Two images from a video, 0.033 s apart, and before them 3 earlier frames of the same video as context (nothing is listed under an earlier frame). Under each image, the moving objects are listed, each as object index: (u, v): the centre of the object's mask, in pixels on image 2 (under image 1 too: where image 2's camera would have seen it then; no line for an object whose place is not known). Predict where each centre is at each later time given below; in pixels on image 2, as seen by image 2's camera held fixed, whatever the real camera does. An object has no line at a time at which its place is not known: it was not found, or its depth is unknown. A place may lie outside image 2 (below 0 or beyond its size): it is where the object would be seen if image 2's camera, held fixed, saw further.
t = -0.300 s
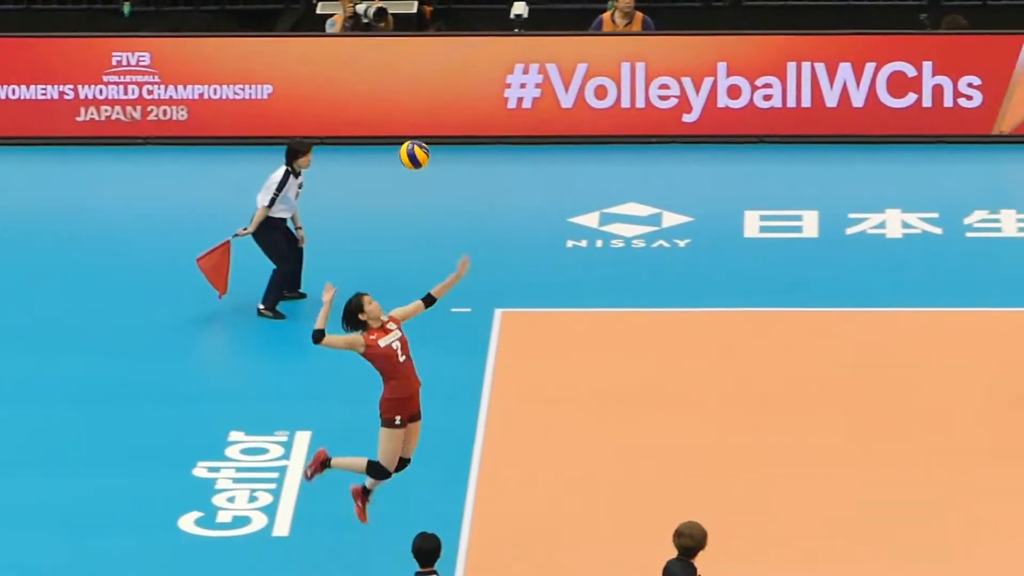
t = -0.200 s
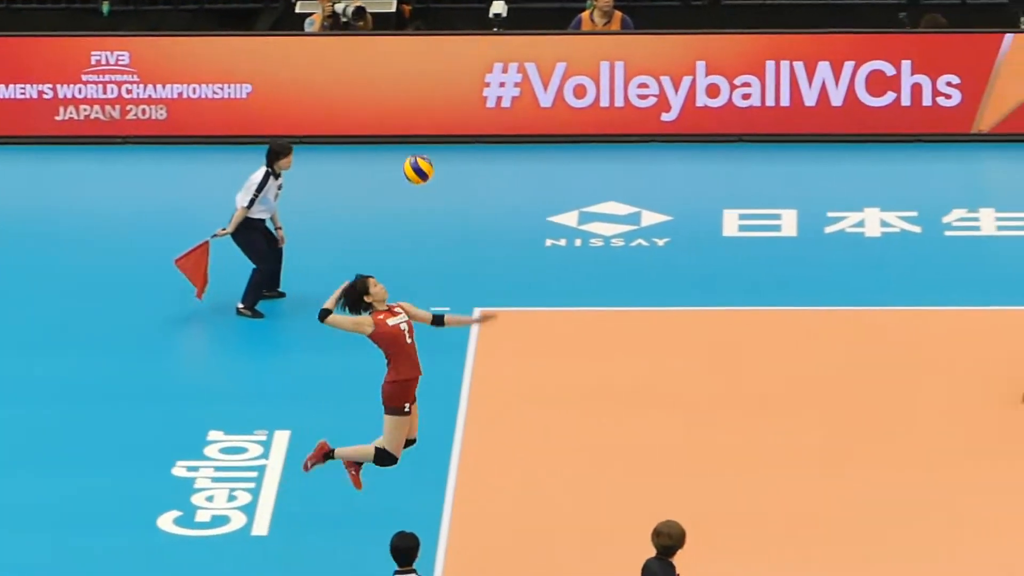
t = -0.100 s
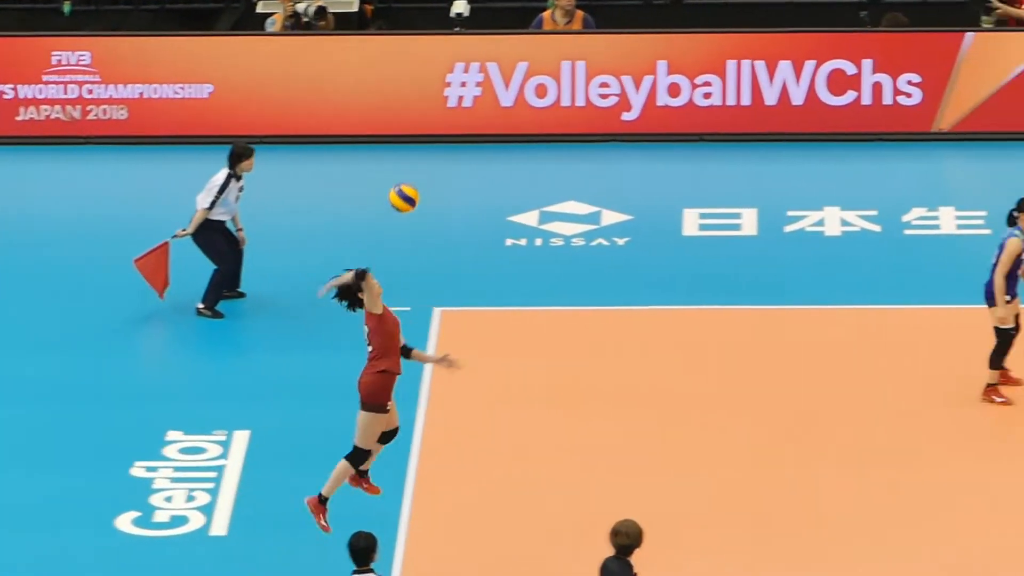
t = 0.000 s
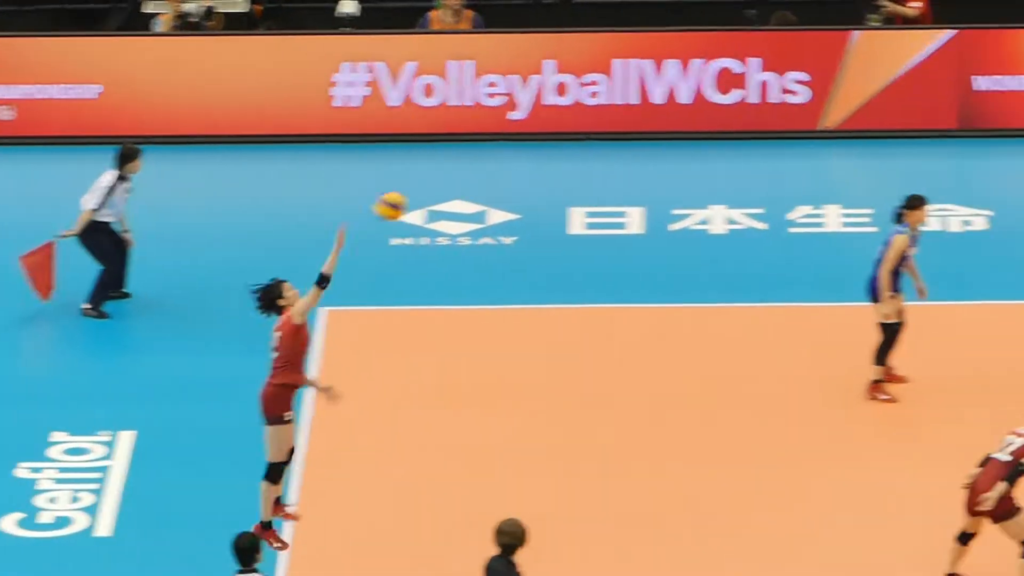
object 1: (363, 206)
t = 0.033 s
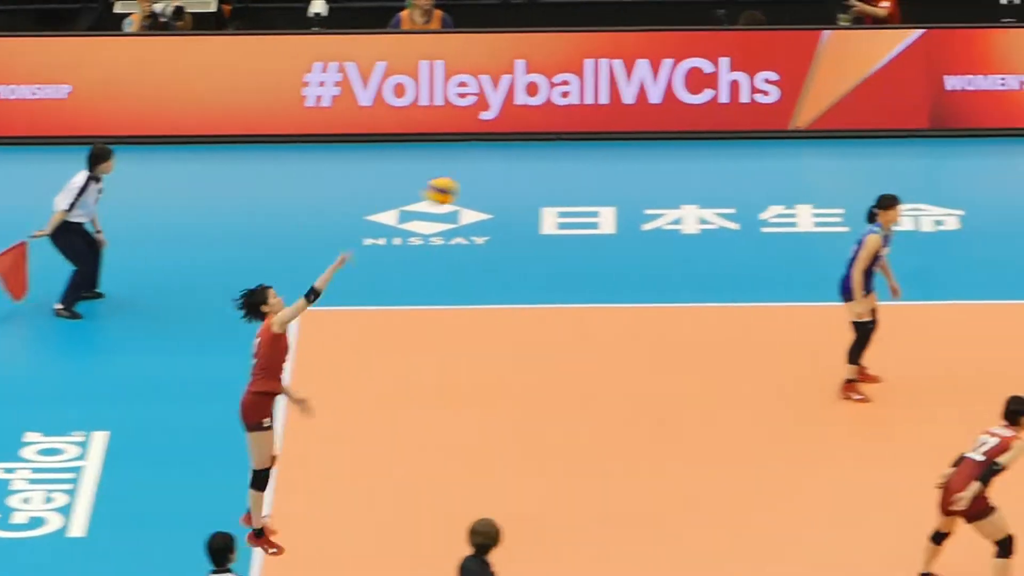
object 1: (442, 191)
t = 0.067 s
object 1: (517, 177)
